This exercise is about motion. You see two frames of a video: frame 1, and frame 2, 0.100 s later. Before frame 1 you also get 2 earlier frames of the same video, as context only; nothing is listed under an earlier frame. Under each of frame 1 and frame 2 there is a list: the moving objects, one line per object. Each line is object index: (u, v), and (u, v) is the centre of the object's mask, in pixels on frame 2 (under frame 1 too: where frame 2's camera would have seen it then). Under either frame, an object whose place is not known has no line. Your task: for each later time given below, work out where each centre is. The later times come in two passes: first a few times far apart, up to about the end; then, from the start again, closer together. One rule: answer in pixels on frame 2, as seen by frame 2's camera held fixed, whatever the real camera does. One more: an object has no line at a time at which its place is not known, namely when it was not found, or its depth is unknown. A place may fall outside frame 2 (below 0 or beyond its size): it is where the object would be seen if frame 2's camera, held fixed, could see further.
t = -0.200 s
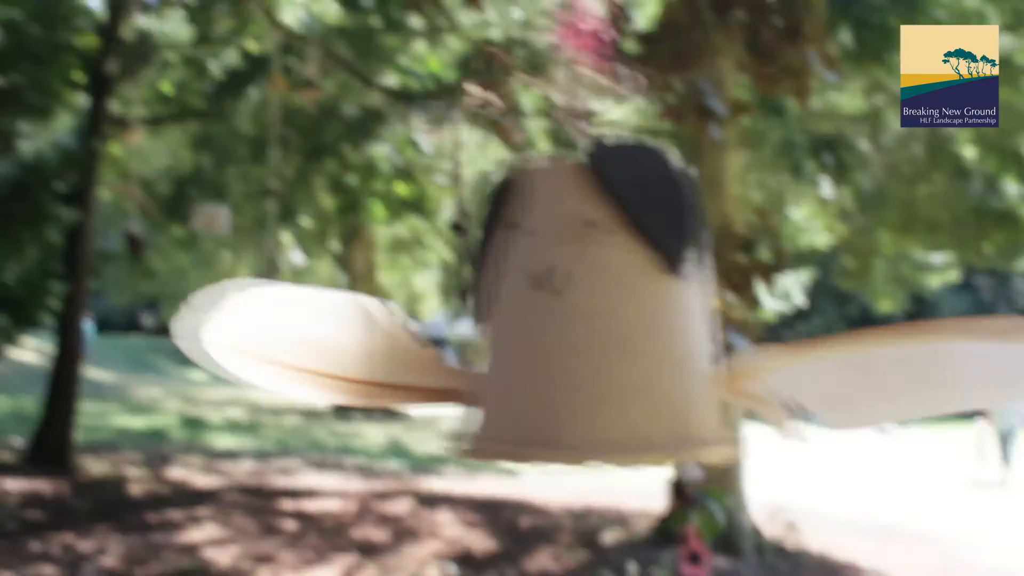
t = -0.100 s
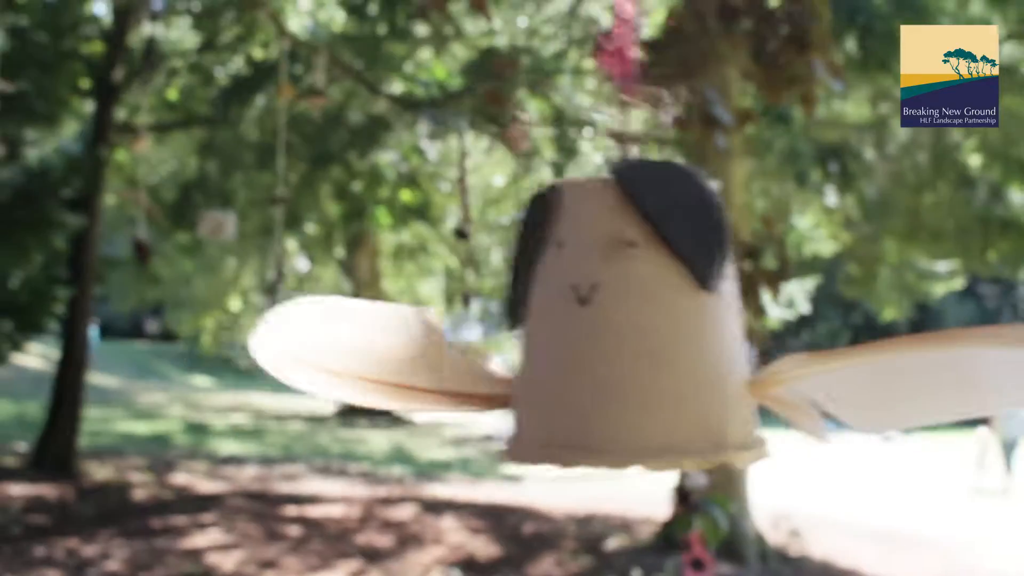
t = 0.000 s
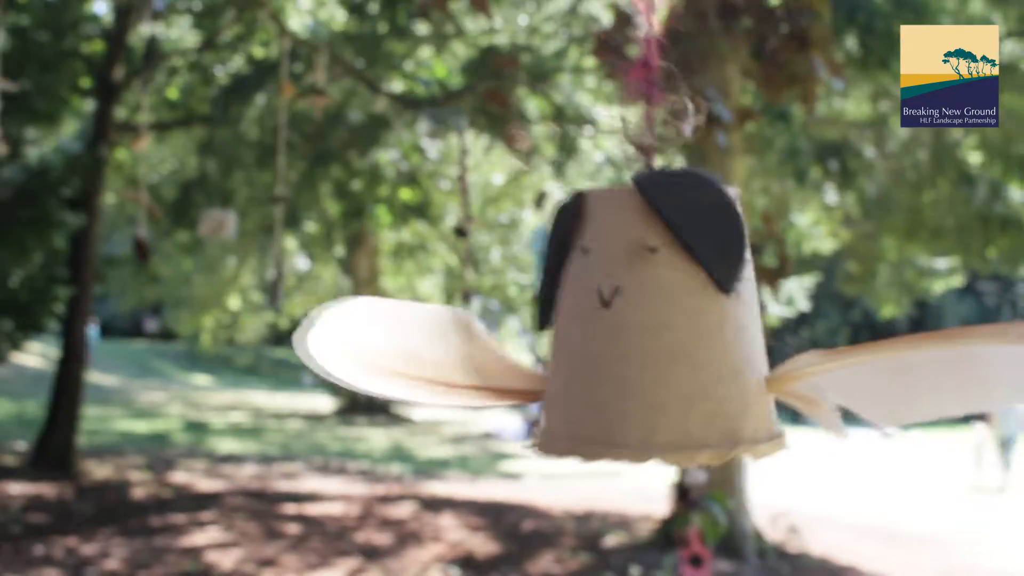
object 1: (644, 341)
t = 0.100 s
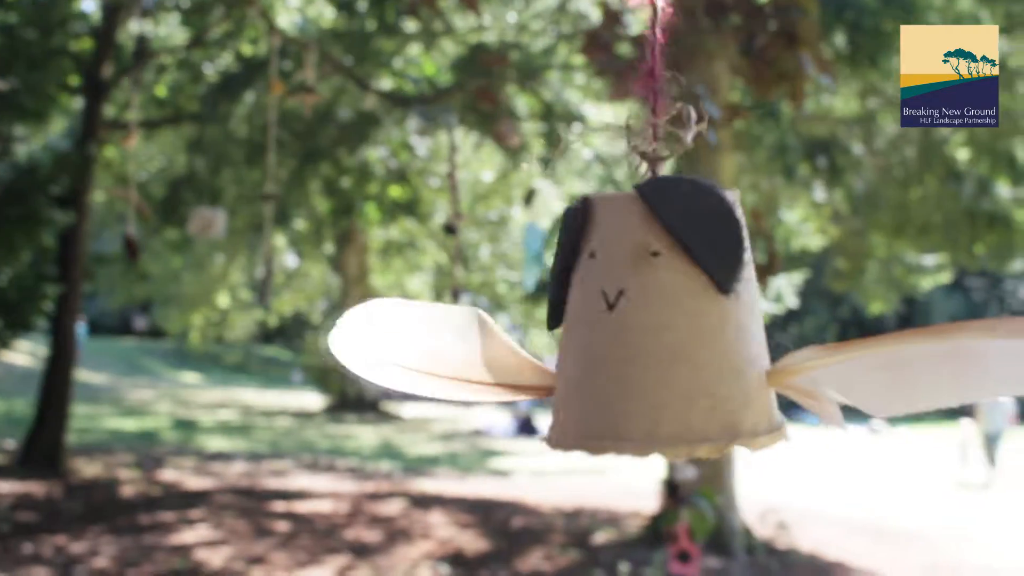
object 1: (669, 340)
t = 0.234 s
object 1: (688, 340)
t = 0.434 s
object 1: (703, 340)
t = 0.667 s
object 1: (693, 330)
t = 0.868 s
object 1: (691, 319)
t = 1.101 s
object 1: (665, 326)
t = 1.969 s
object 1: (785, 325)
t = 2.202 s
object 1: (762, 325)
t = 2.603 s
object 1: (685, 325)
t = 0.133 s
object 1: (675, 341)
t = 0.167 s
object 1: (679, 341)
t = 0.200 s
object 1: (684, 340)
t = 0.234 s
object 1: (688, 340)
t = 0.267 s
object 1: (692, 340)
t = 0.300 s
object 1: (695, 339)
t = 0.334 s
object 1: (697, 339)
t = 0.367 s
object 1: (700, 339)
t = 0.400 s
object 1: (702, 340)
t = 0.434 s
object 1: (703, 340)
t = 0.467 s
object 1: (703, 339)
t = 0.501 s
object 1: (701, 339)
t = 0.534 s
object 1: (702, 336)
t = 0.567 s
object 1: (706, 334)
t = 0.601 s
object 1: (702, 334)
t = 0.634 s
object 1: (694, 334)
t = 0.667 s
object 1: (693, 330)
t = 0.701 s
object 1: (695, 326)
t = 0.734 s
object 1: (697, 323)
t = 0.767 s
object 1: (699, 322)
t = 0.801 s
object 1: (699, 320)
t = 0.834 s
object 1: (695, 319)
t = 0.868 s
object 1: (691, 319)
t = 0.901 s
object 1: (684, 319)
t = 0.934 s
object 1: (684, 320)
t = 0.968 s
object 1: (684, 322)
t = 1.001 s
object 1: (681, 325)
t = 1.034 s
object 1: (672, 325)
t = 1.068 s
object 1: (666, 326)
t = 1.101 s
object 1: (665, 326)
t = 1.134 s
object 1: (664, 327)
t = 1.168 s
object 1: (664, 328)
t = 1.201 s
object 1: (662, 329)
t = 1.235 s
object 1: (665, 330)
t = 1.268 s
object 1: (672, 330)
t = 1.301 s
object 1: (681, 331)
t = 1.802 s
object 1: (781, 327)
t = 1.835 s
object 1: (784, 327)
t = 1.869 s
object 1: (785, 326)
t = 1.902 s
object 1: (786, 325)
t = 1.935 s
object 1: (786, 325)
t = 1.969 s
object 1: (785, 325)
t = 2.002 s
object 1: (783, 325)
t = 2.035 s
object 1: (784, 324)
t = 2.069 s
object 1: (780, 324)
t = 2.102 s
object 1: (777, 323)
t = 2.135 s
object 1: (771, 323)
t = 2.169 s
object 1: (768, 324)
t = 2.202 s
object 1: (762, 325)
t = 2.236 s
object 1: (759, 326)
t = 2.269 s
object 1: (750, 325)
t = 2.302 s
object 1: (743, 326)
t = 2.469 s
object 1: (702, 325)
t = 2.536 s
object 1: (689, 325)
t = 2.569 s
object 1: (687, 325)
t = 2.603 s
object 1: (685, 325)
